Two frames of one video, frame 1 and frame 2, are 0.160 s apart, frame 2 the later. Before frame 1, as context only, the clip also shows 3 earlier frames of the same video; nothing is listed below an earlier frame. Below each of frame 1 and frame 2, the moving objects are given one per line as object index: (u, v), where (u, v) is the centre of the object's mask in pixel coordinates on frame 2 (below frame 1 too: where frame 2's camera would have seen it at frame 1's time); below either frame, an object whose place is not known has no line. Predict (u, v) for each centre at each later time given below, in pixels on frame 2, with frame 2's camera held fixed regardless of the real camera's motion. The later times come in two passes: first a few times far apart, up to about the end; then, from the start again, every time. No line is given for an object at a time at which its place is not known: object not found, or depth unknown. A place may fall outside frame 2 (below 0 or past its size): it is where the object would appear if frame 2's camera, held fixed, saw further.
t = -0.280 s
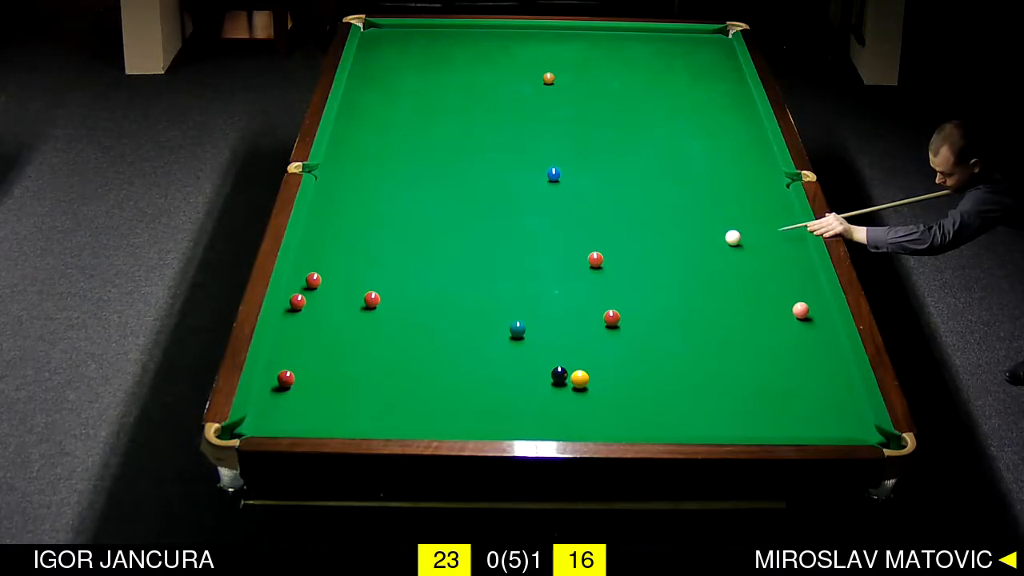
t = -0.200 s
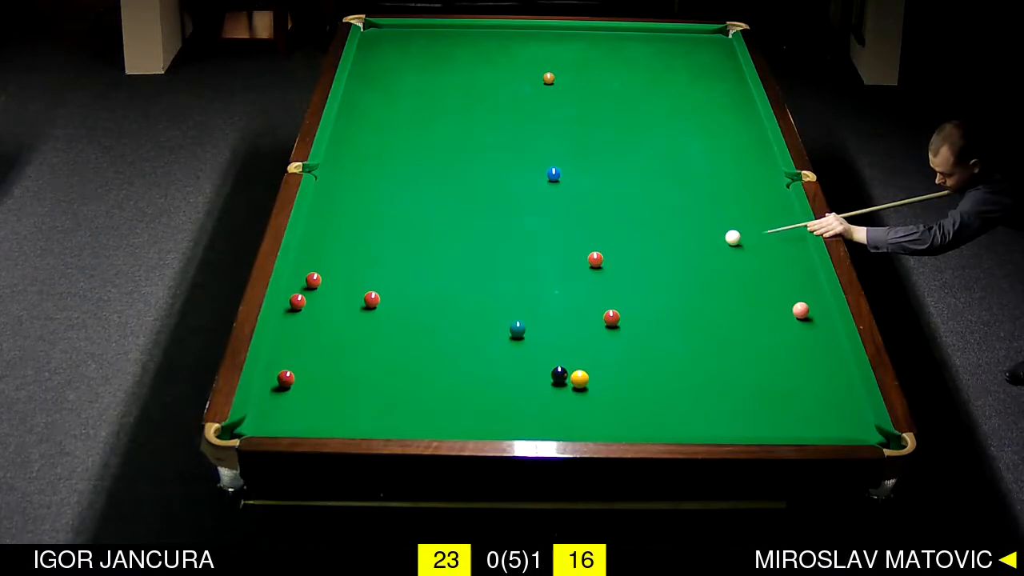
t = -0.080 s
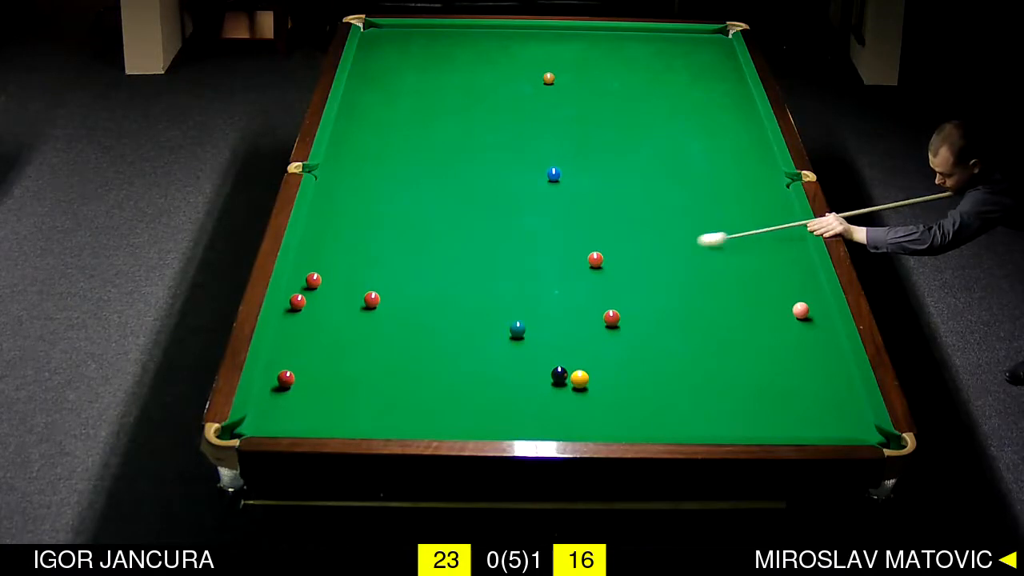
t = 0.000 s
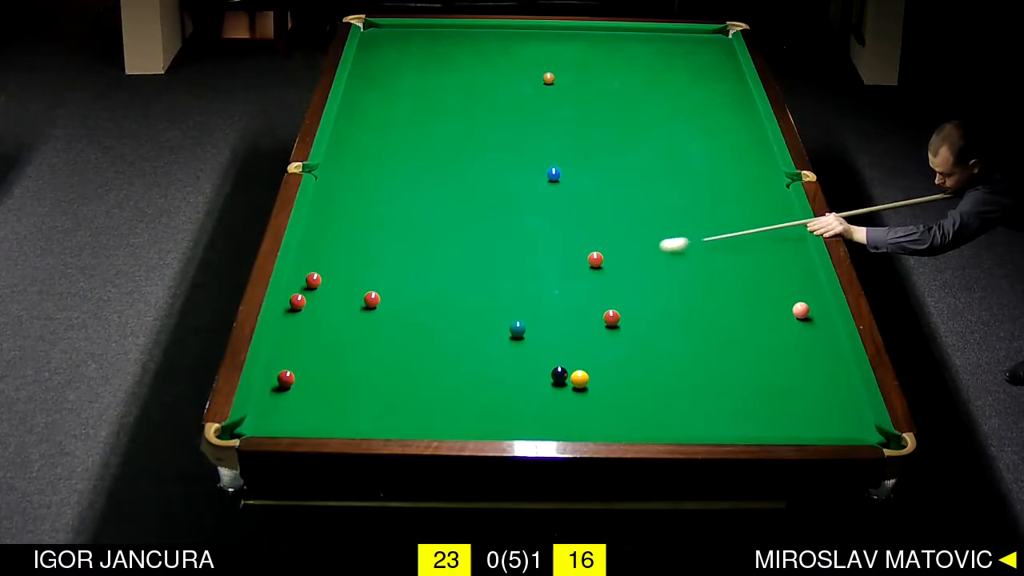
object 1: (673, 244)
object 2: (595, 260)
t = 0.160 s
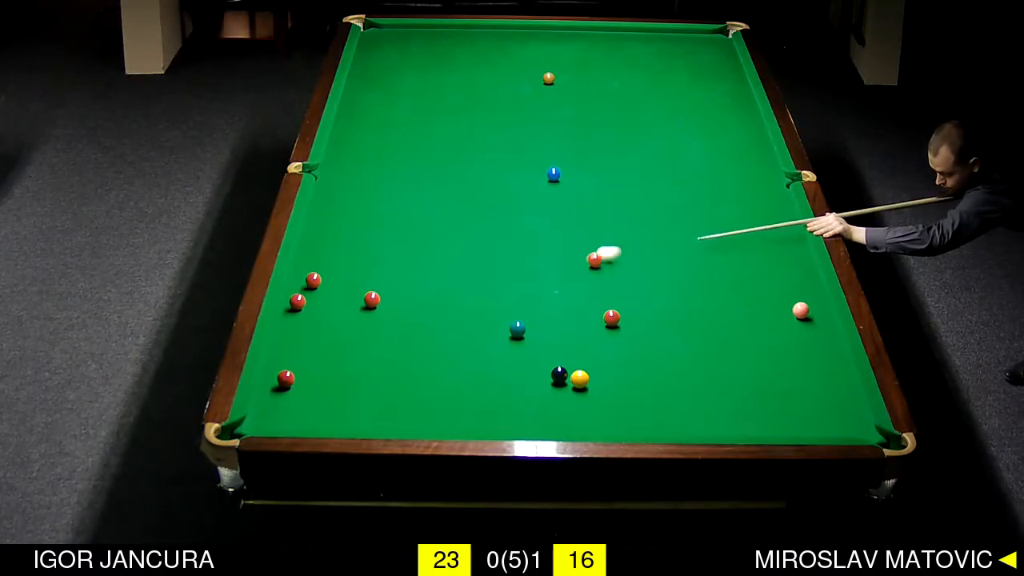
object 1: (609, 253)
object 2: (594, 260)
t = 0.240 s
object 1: (592, 250)
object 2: (576, 267)
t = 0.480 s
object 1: (544, 242)
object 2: (532, 288)
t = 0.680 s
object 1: (506, 237)
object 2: (496, 304)
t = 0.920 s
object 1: (462, 230)
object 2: (452, 324)
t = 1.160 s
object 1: (419, 223)
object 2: (408, 344)
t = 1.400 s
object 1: (379, 218)
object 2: (364, 364)
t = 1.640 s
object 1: (342, 212)
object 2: (319, 384)
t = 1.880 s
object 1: (321, 207)
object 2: (275, 404)
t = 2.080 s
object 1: (341, 204)
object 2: (265, 419)
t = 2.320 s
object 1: (364, 201)
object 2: (280, 417)
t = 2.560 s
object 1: (386, 199)
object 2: (294, 405)
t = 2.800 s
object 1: (406, 196)
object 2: (306, 393)
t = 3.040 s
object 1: (424, 194)
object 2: (317, 383)
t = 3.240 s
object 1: (437, 192)
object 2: (326, 376)
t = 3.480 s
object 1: (453, 190)
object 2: (335, 368)
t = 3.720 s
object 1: (467, 188)
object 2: (344, 361)
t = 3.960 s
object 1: (479, 187)
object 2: (351, 356)
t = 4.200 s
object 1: (490, 186)
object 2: (357, 351)
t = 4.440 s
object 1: (499, 184)
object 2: (362, 347)
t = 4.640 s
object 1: (506, 184)
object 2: (366, 345)
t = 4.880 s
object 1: (513, 183)
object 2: (369, 342)
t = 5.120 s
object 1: (518, 182)
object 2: (371, 341)
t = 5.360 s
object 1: (522, 182)
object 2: (372, 340)
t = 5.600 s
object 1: (524, 182)
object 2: (372, 340)
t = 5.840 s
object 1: (525, 181)
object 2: (372, 340)
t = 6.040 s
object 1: (525, 181)
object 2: (372, 340)
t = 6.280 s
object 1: (525, 181)
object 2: (372, 340)
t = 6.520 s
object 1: (525, 181)
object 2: (372, 340)
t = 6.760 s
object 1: (525, 182)
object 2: (372, 340)
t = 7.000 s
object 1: (525, 182)
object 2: (372, 340)
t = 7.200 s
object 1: (525, 182)
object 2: (372, 340)
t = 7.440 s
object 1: (525, 182)
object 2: (372, 340)
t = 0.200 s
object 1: (599, 252)
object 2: (586, 263)
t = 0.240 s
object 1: (592, 250)
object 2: (576, 267)
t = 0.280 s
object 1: (585, 249)
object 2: (568, 271)
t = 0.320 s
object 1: (577, 247)
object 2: (560, 275)
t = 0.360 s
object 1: (569, 246)
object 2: (553, 278)
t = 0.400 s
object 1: (560, 245)
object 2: (546, 281)
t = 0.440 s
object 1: (553, 244)
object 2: (539, 285)
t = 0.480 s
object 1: (544, 242)
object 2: (532, 288)
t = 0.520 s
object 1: (537, 241)
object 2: (524, 291)
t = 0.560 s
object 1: (529, 240)
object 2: (518, 294)
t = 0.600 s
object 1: (521, 239)
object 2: (510, 297)
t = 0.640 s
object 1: (514, 238)
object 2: (503, 300)
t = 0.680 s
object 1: (506, 237)
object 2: (496, 304)
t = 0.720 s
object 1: (498, 235)
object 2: (489, 307)
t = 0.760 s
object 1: (491, 234)
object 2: (481, 310)
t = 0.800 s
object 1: (483, 233)
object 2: (474, 314)
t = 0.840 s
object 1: (476, 232)
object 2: (467, 317)
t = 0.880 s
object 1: (469, 231)
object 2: (459, 320)
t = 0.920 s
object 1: (462, 230)
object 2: (452, 324)
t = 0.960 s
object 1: (454, 229)
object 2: (445, 327)
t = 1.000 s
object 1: (447, 228)
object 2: (438, 330)
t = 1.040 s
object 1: (440, 227)
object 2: (430, 334)
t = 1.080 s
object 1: (433, 226)
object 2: (423, 337)
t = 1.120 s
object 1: (426, 225)
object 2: (415, 340)
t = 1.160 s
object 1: (419, 223)
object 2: (408, 344)
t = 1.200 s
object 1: (412, 223)
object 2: (401, 347)
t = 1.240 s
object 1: (406, 222)
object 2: (393, 350)
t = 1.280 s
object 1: (399, 221)
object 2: (386, 354)
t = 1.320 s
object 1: (392, 220)
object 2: (378, 357)
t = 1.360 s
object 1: (386, 219)
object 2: (371, 361)
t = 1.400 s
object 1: (379, 218)
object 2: (364, 364)
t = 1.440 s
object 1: (373, 217)
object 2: (356, 367)
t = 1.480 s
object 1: (366, 216)
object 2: (349, 371)
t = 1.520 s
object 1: (360, 215)
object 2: (342, 374)
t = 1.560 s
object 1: (354, 214)
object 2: (334, 377)
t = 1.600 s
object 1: (348, 213)
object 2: (327, 381)
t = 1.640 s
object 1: (342, 212)
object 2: (319, 384)
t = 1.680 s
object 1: (335, 211)
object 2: (312, 387)
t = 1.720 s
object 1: (329, 210)
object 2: (304, 391)
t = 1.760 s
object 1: (323, 209)
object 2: (297, 394)
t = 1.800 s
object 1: (318, 209)
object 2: (289, 398)
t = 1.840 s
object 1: (316, 208)
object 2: (282, 401)
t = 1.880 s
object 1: (321, 207)
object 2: (275, 404)
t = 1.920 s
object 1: (325, 207)
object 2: (267, 408)
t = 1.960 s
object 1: (329, 206)
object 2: (260, 411)
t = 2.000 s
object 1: (333, 206)
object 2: (259, 414)
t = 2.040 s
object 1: (337, 205)
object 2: (262, 417)
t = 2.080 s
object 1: (341, 204)
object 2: (265, 419)
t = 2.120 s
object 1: (345, 204)
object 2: (268, 421)
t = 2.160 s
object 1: (349, 204)
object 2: (271, 423)
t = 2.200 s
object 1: (353, 203)
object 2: (274, 422)
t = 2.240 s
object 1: (357, 202)
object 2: (276, 420)
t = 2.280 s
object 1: (361, 202)
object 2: (278, 419)
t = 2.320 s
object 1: (364, 201)
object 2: (280, 417)
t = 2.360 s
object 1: (368, 201)
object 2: (283, 415)
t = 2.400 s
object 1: (372, 200)
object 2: (285, 412)
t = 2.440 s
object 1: (376, 200)
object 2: (287, 411)
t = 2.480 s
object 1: (379, 200)
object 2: (289, 409)
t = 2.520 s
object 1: (382, 199)
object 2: (292, 406)
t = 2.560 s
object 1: (386, 199)
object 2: (294, 405)
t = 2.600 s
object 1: (389, 198)
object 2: (296, 403)
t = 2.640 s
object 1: (393, 198)
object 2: (298, 401)
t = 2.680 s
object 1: (396, 197)
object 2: (300, 399)
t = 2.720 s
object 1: (399, 197)
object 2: (302, 397)
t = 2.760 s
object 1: (402, 197)
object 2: (304, 395)
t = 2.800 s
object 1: (406, 196)
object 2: (306, 393)
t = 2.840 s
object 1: (409, 196)
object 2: (308, 392)
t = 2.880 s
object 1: (412, 195)
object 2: (310, 390)
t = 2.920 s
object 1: (415, 195)
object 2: (312, 388)
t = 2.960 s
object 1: (418, 194)
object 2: (313, 387)
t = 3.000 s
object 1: (421, 194)
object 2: (315, 385)
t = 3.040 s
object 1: (424, 194)
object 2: (317, 383)
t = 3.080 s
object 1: (427, 193)
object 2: (319, 382)
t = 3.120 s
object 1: (429, 193)
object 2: (321, 380)
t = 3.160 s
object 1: (432, 193)
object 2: (322, 379)
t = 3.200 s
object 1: (435, 192)
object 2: (324, 377)
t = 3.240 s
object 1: (437, 192)
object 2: (326, 376)
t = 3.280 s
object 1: (440, 191)
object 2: (328, 375)
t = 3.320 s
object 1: (443, 191)
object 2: (329, 373)
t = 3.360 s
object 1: (446, 191)
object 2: (331, 372)
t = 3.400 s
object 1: (448, 190)
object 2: (332, 371)
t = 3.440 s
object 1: (450, 190)
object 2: (334, 369)
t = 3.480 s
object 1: (453, 190)
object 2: (335, 368)
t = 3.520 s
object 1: (455, 190)
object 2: (337, 367)
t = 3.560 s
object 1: (458, 189)
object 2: (338, 366)
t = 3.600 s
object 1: (460, 189)
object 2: (340, 365)
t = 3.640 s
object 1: (462, 189)
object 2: (341, 364)
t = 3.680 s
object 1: (465, 189)
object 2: (342, 363)
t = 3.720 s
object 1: (467, 188)
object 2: (344, 361)
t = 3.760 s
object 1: (469, 188)
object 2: (345, 360)
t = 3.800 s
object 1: (471, 188)
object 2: (346, 359)
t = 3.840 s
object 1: (473, 188)
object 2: (347, 359)
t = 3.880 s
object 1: (475, 187)
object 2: (348, 358)
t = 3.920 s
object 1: (477, 187)
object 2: (350, 357)
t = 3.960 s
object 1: (479, 187)
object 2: (351, 356)
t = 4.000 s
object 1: (481, 187)
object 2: (352, 355)
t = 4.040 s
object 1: (483, 186)
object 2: (353, 354)
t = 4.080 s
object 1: (485, 186)
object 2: (354, 353)
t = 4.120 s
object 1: (487, 186)
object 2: (355, 352)
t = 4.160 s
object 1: (488, 186)
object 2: (356, 352)
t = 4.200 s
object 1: (490, 186)
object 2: (357, 351)
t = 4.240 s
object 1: (492, 185)
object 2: (358, 350)
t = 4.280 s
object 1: (493, 185)
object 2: (359, 350)
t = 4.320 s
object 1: (495, 185)
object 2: (360, 349)
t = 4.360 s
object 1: (496, 185)
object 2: (361, 348)
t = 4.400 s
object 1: (498, 185)
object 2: (361, 348)
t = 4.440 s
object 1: (499, 184)
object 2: (362, 347)
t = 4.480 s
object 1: (501, 184)
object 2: (363, 347)
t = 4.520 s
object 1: (502, 184)
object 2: (364, 346)
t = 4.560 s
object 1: (503, 184)
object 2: (365, 346)
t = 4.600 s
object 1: (505, 184)
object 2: (365, 345)
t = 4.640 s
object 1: (506, 184)
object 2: (366, 345)
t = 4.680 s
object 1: (507, 184)
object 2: (367, 344)
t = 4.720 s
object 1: (508, 183)
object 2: (367, 344)
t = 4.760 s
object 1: (510, 183)
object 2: (368, 343)
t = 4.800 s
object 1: (511, 183)
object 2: (368, 343)
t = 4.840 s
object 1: (511, 183)
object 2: (369, 343)
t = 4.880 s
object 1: (513, 183)
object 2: (369, 342)
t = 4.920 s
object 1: (514, 183)
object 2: (369, 342)
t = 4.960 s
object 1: (515, 183)
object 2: (370, 342)
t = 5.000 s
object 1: (515, 183)
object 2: (370, 342)
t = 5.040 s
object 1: (516, 183)
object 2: (371, 341)
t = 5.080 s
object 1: (517, 183)
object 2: (371, 341)
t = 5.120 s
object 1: (518, 182)
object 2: (371, 341)
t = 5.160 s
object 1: (519, 182)
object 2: (371, 341)
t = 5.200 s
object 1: (519, 182)
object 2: (372, 341)
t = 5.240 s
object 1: (520, 182)
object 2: (372, 340)
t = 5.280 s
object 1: (521, 182)
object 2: (372, 340)
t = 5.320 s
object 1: (521, 182)
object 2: (372, 340)
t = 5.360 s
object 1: (522, 182)
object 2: (372, 340)
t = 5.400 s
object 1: (522, 182)
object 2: (372, 340)
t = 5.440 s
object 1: (523, 182)
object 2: (372, 340)
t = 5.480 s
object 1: (523, 182)
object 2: (372, 340)
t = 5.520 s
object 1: (523, 182)
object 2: (372, 340)
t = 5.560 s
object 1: (524, 182)
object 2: (373, 340)
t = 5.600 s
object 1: (524, 182)
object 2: (372, 340)
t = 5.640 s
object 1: (524, 182)
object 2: (372, 340)
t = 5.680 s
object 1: (525, 181)
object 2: (372, 340)
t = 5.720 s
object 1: (525, 182)
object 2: (372, 340)
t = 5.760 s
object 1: (525, 181)
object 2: (372, 340)
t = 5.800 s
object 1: (525, 181)
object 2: (372, 340)
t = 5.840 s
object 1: (525, 181)
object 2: (372, 340)
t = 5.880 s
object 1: (525, 181)
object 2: (372, 340)
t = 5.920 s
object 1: (525, 181)
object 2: (372, 340)
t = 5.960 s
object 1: (525, 181)
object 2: (372, 340)
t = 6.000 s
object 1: (525, 181)
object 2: (372, 340)
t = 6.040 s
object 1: (525, 181)
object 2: (372, 340)
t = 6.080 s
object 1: (525, 181)
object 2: (372, 340)
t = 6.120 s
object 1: (525, 181)
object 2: (372, 340)
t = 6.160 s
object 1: (525, 181)
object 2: (372, 340)
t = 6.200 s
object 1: (525, 181)
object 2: (372, 340)
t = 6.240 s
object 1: (525, 181)
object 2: (372, 340)
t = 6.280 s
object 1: (525, 181)
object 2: (372, 340)
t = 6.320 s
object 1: (525, 181)
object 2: (372, 340)
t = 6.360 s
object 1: (525, 181)
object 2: (372, 340)
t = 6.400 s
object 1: (525, 181)
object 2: (372, 340)
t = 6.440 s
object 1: (525, 181)
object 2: (372, 340)
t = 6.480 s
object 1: (525, 181)
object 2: (372, 340)
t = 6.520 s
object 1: (525, 181)
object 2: (372, 340)
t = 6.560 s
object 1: (525, 181)
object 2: (372, 340)
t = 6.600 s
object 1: (525, 181)
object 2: (372, 340)
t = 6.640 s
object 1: (525, 182)
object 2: (372, 340)
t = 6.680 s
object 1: (525, 182)
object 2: (372, 340)
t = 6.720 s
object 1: (525, 182)
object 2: (372, 340)
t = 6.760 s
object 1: (525, 182)
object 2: (372, 340)
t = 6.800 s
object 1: (525, 182)
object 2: (372, 340)
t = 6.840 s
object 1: (525, 182)
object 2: (372, 340)
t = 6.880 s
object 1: (525, 182)
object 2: (372, 340)
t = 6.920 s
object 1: (525, 182)
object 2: (372, 340)
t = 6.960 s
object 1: (525, 182)
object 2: (372, 340)
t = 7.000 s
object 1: (525, 182)
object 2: (372, 340)
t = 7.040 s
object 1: (525, 182)
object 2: (372, 340)
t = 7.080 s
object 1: (525, 182)
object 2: (372, 340)
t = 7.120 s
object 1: (525, 182)
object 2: (372, 340)
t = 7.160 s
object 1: (525, 182)
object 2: (372, 340)
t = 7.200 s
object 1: (525, 182)
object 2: (372, 340)
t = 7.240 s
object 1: (525, 182)
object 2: (372, 340)
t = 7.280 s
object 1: (525, 182)
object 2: (372, 340)
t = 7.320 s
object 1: (525, 182)
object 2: (372, 340)
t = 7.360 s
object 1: (525, 182)
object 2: (372, 340)
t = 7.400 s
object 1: (525, 182)
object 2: (372, 340)
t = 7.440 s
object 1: (525, 182)
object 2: (372, 340)
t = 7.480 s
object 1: (525, 182)
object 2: (372, 340)
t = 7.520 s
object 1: (525, 182)
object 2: (372, 340)
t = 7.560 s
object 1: (525, 182)
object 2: (372, 340)
